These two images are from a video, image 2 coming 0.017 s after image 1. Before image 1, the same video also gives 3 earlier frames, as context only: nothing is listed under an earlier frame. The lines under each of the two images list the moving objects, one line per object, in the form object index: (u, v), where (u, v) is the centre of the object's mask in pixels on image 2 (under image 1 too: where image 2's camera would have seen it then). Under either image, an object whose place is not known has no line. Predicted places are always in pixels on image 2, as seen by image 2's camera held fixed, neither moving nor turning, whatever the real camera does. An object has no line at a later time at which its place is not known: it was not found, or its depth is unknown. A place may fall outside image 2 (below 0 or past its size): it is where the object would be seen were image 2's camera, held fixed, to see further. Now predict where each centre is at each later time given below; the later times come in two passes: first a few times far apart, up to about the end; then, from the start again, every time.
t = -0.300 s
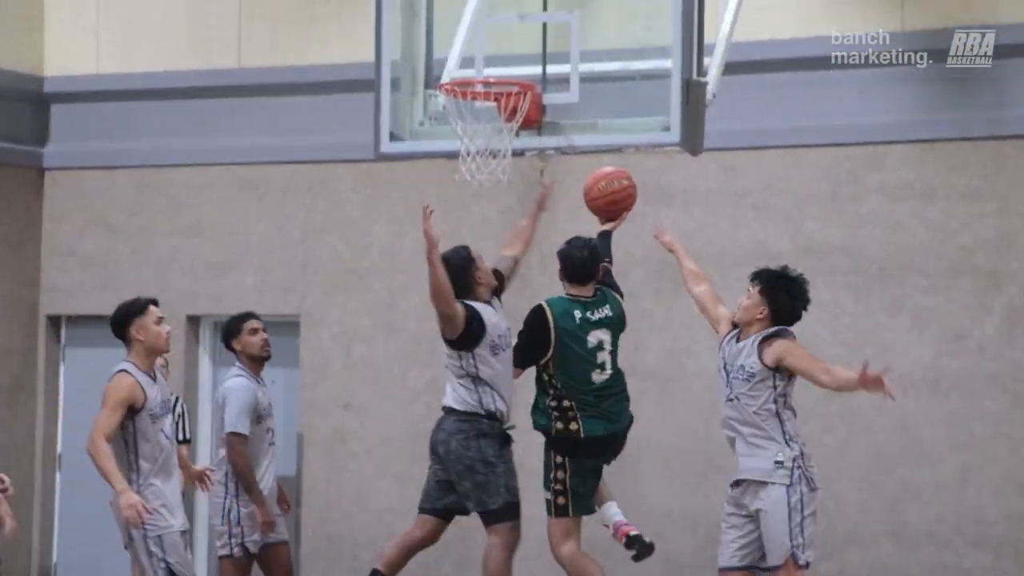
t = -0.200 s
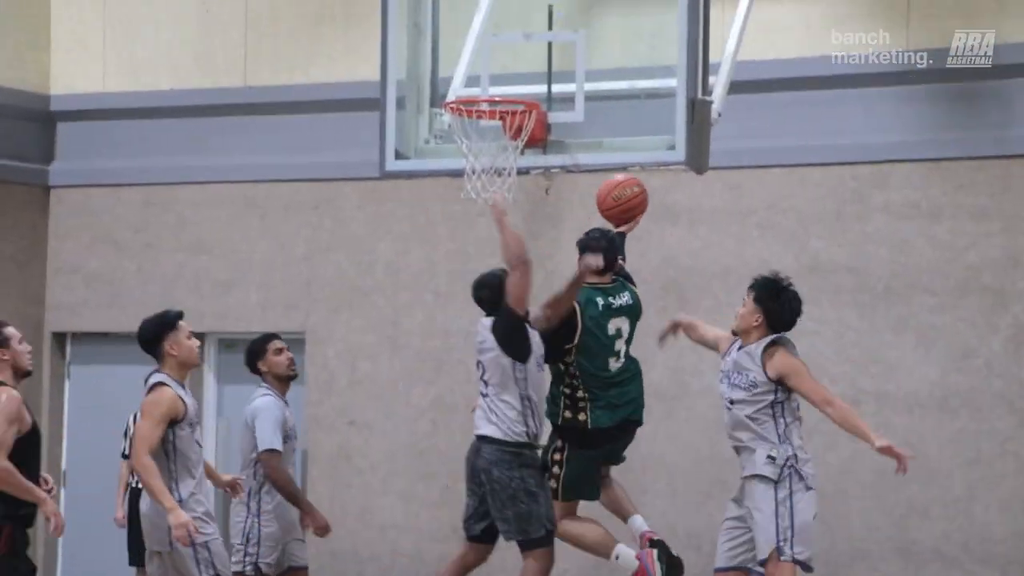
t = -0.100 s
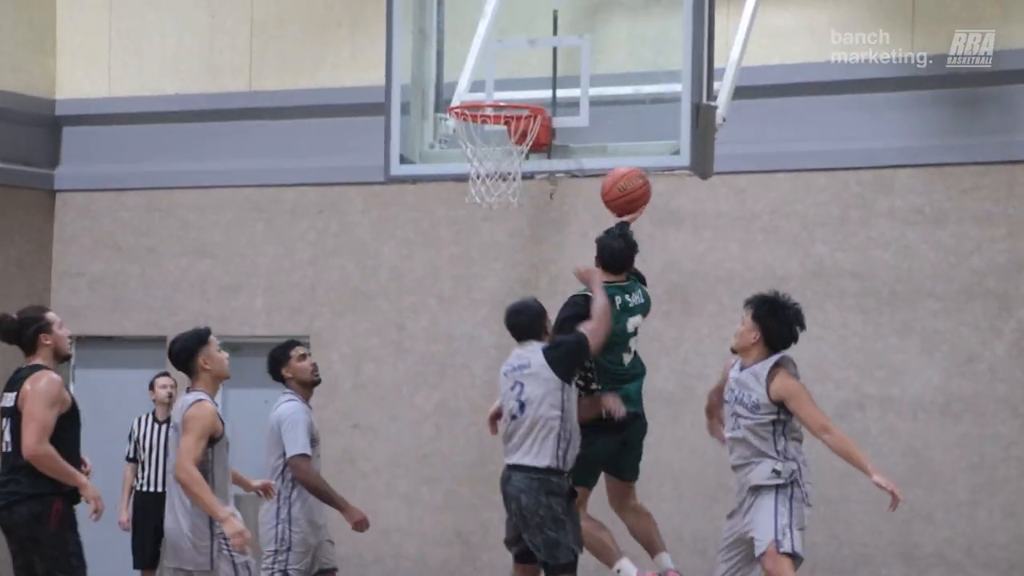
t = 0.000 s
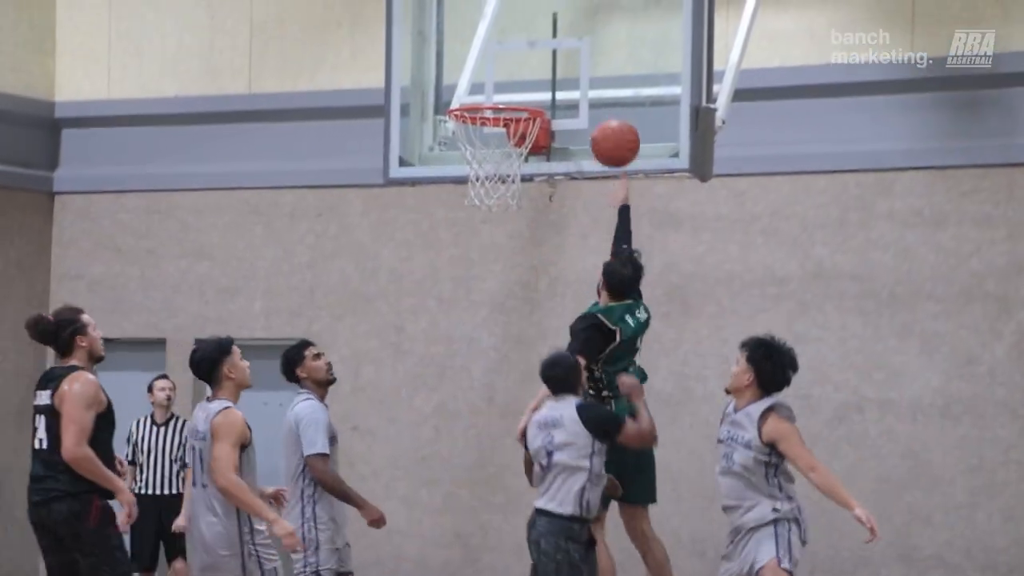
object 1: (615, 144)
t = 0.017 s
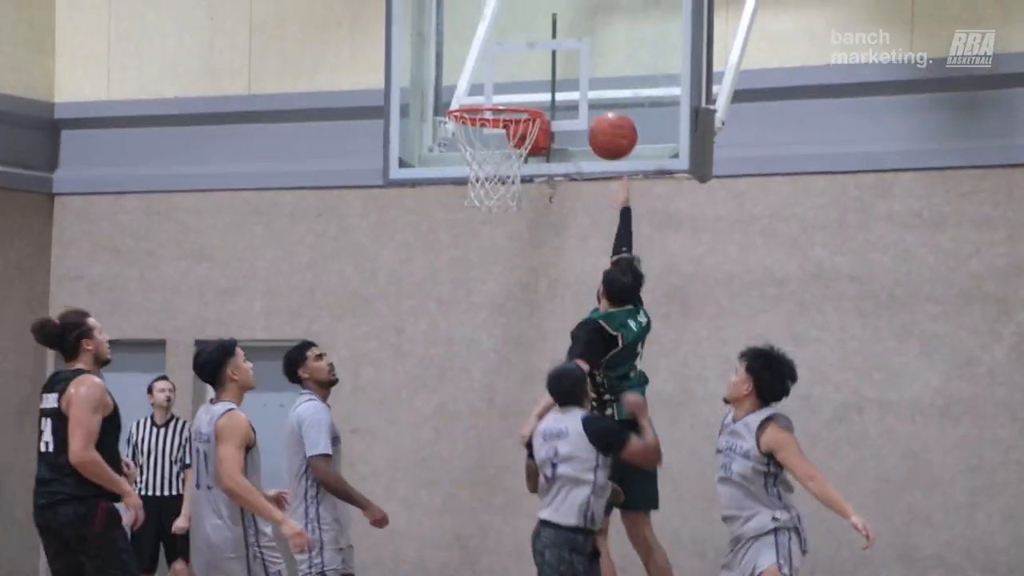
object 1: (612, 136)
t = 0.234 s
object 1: (578, 69)
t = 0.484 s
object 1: (526, 80)
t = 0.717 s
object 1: (474, 185)
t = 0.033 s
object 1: (610, 127)
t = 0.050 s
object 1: (607, 119)
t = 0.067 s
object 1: (604, 112)
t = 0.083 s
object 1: (601, 106)
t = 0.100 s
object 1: (599, 99)
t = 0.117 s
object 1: (597, 93)
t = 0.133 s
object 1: (594, 88)
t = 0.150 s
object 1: (591, 84)
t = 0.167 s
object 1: (588, 80)
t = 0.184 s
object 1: (586, 76)
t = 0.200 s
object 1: (583, 74)
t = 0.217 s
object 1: (580, 71)
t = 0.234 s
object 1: (578, 69)
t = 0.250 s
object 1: (575, 69)
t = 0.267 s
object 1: (573, 68)
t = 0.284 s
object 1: (570, 68)
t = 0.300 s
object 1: (568, 68)
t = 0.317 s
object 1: (565, 67)
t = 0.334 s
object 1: (560, 65)
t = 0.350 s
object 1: (557, 65)
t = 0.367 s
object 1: (553, 65)
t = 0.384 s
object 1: (549, 66)
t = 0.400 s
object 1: (545, 67)
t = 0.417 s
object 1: (541, 69)
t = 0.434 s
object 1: (537, 71)
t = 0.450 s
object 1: (534, 73)
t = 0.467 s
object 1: (530, 77)
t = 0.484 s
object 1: (526, 80)
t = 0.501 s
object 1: (522, 84)
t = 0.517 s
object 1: (519, 88)
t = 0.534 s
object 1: (514, 91)
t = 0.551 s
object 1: (511, 94)
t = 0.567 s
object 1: (506, 96)
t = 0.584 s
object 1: (503, 99)
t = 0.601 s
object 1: (498, 127)
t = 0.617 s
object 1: (491, 128)
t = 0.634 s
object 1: (490, 139)
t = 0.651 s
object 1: (487, 149)
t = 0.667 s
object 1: (482, 159)
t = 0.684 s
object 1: (479, 168)
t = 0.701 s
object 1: (476, 177)
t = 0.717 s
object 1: (474, 185)
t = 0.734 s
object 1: (472, 193)
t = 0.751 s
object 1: (469, 202)
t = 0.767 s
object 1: (467, 211)
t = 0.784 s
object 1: (464, 221)
